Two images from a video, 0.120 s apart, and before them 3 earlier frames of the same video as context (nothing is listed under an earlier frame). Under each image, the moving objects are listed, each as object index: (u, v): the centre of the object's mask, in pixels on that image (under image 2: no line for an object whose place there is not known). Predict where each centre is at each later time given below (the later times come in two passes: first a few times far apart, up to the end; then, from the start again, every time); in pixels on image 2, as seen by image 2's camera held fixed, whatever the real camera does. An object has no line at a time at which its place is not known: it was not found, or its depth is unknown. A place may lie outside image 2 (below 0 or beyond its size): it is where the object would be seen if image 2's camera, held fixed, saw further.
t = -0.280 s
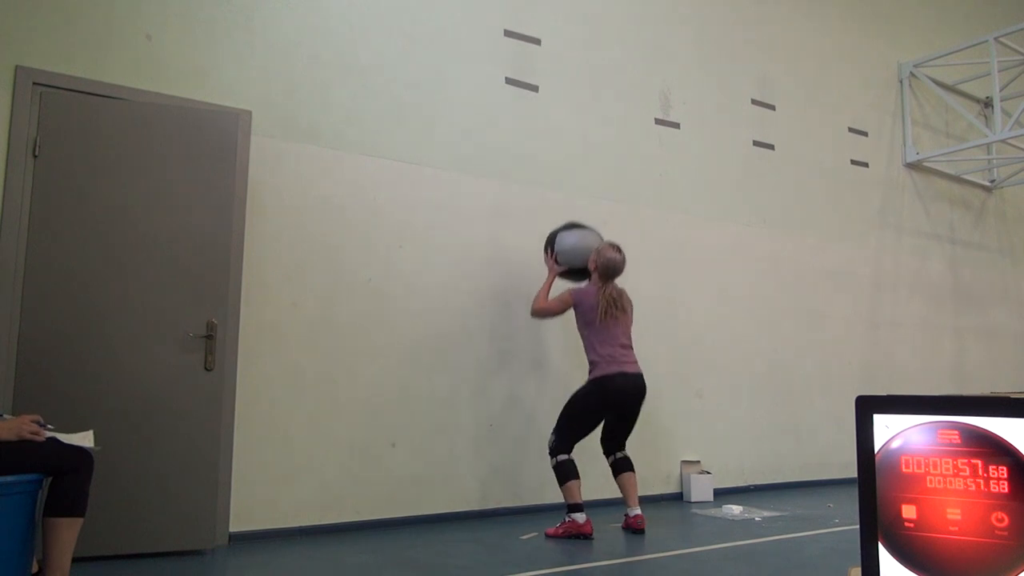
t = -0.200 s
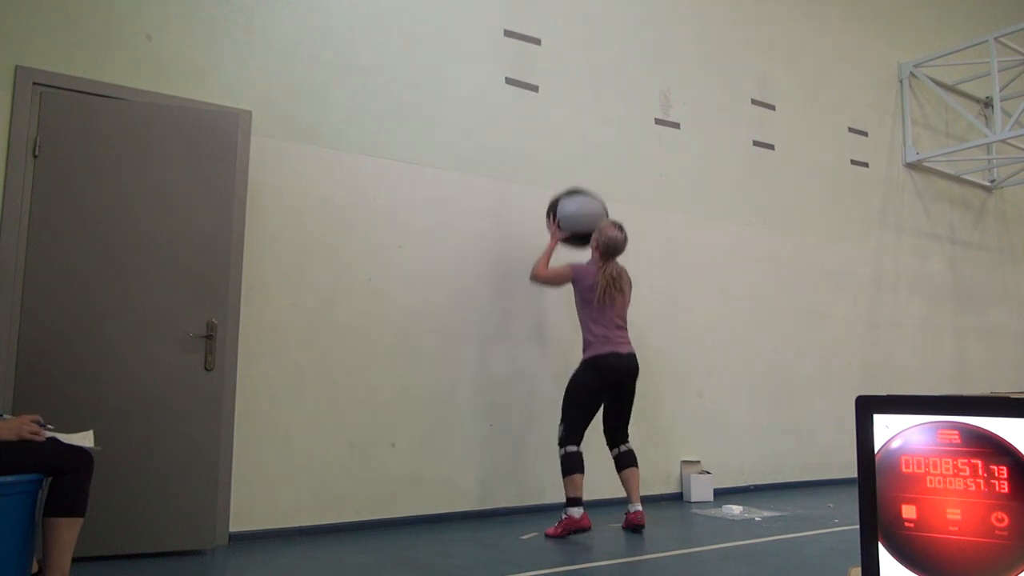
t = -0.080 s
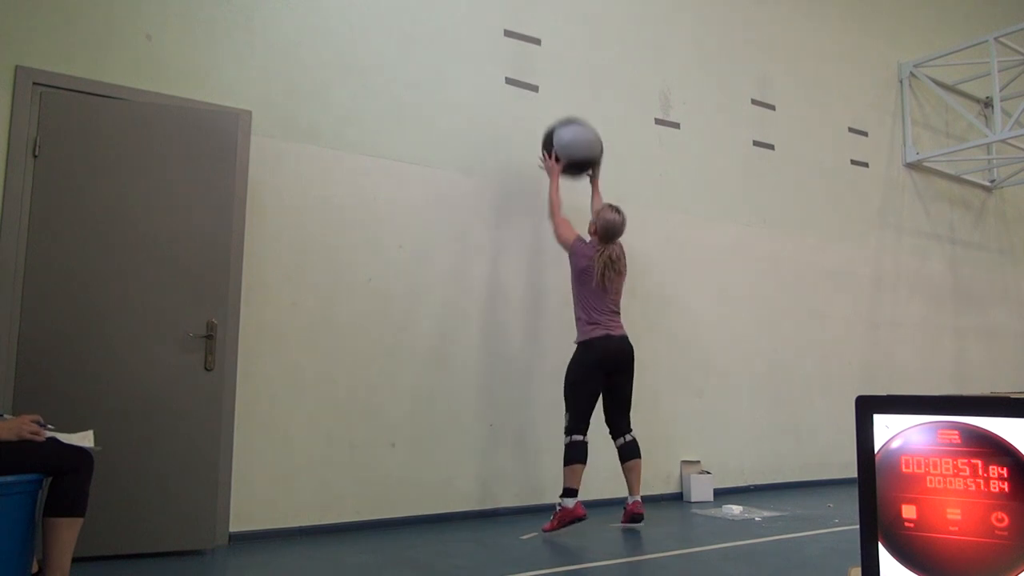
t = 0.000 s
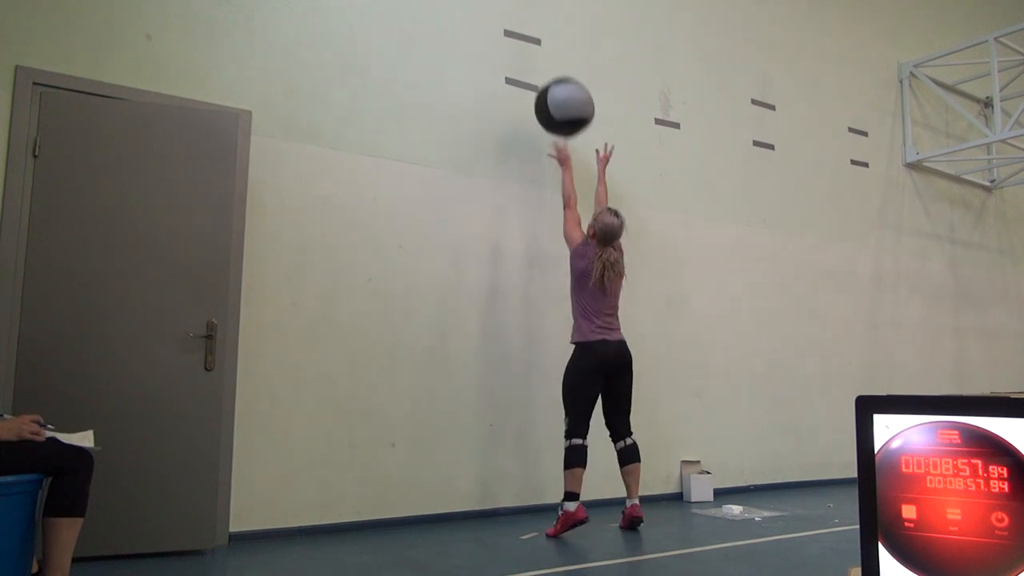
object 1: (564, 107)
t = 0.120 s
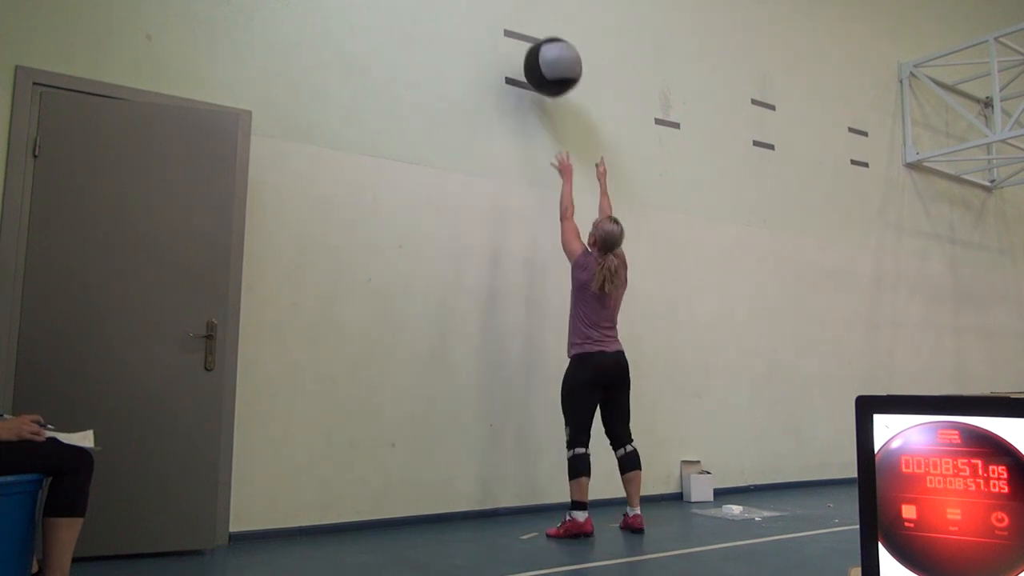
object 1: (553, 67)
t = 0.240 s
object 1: (541, 49)
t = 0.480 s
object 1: (548, 66)
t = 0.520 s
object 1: (550, 77)
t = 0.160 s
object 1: (548, 58)
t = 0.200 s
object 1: (545, 52)
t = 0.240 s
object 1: (541, 49)
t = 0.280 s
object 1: (540, 48)
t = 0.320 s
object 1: (542, 47)
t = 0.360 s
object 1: (543, 48)
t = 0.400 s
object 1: (545, 51)
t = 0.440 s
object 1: (547, 57)
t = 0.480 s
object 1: (548, 66)
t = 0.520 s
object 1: (550, 77)
